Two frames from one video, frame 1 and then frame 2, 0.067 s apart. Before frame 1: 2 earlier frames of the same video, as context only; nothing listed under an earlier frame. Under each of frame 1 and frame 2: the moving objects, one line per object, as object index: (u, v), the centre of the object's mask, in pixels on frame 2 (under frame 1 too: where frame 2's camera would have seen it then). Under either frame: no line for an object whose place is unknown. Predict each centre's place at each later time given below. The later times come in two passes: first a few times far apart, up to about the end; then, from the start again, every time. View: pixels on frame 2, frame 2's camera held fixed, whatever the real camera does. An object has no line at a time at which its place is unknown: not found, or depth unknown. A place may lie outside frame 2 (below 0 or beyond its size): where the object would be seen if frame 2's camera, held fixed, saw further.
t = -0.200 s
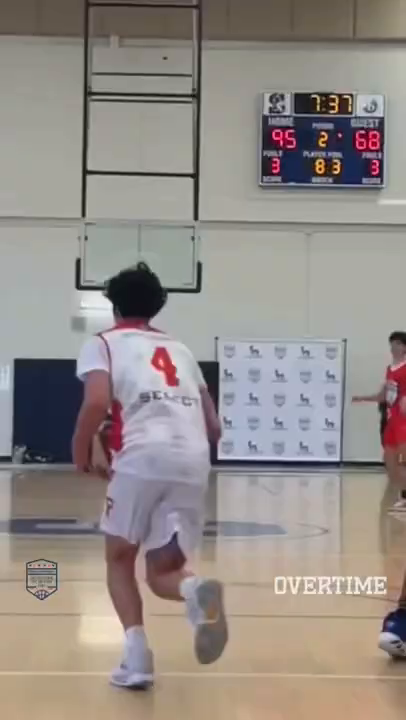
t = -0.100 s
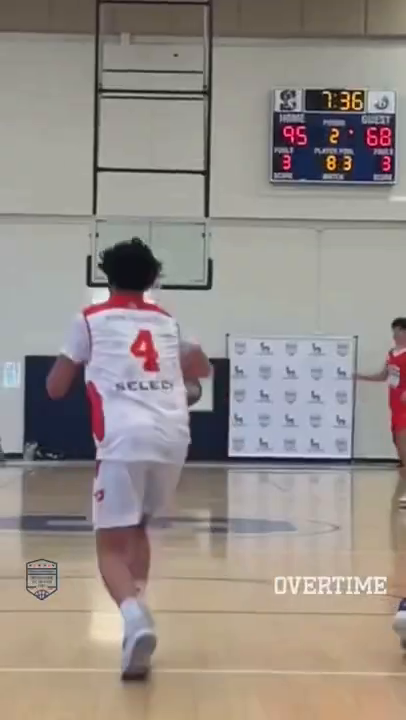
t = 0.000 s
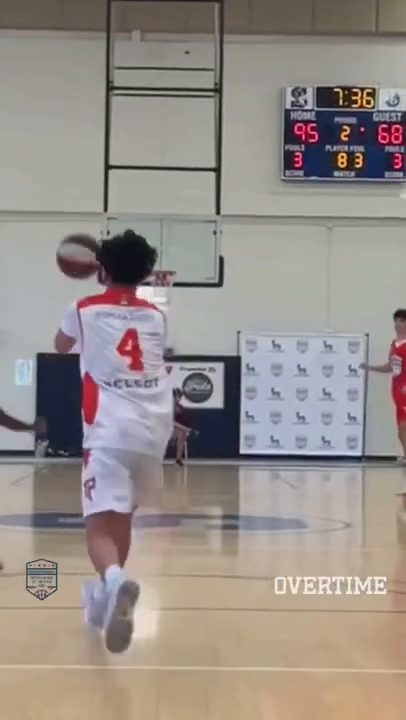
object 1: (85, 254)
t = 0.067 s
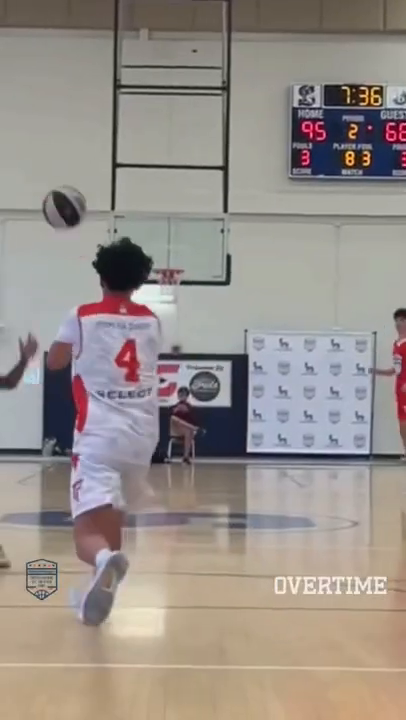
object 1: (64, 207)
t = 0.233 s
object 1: (25, 142)
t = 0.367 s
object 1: (3, 128)
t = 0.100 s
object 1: (54, 190)
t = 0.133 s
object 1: (46, 174)
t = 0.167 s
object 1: (38, 161)
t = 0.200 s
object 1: (31, 151)
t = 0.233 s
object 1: (25, 142)
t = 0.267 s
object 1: (19, 137)
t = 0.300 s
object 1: (13, 131)
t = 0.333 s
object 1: (8, 129)
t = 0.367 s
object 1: (3, 128)
